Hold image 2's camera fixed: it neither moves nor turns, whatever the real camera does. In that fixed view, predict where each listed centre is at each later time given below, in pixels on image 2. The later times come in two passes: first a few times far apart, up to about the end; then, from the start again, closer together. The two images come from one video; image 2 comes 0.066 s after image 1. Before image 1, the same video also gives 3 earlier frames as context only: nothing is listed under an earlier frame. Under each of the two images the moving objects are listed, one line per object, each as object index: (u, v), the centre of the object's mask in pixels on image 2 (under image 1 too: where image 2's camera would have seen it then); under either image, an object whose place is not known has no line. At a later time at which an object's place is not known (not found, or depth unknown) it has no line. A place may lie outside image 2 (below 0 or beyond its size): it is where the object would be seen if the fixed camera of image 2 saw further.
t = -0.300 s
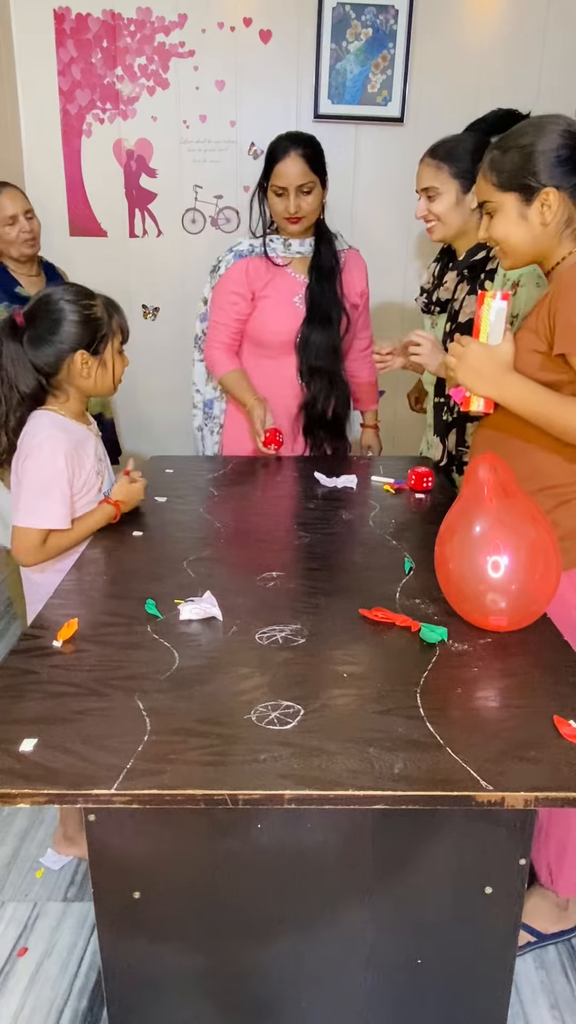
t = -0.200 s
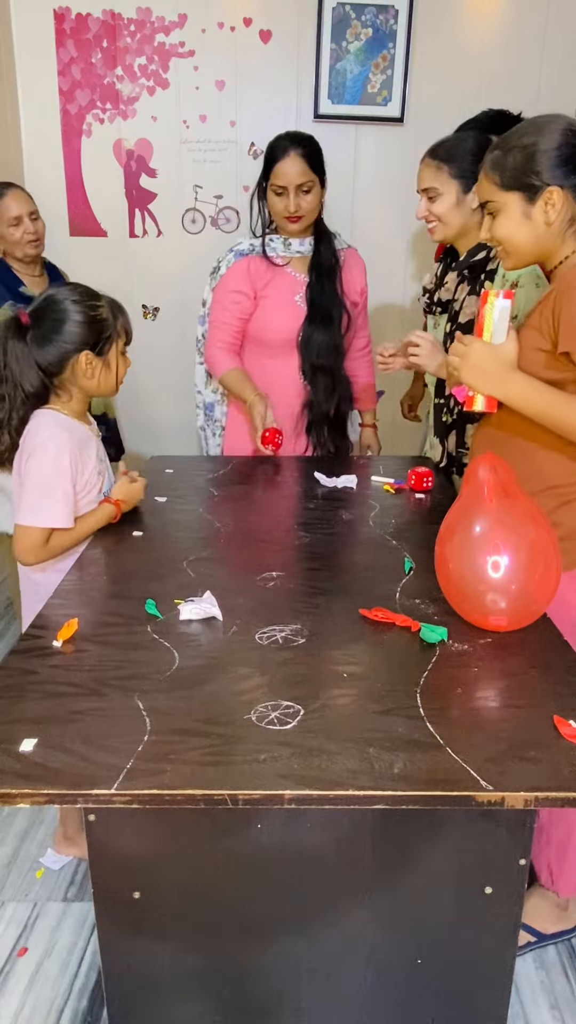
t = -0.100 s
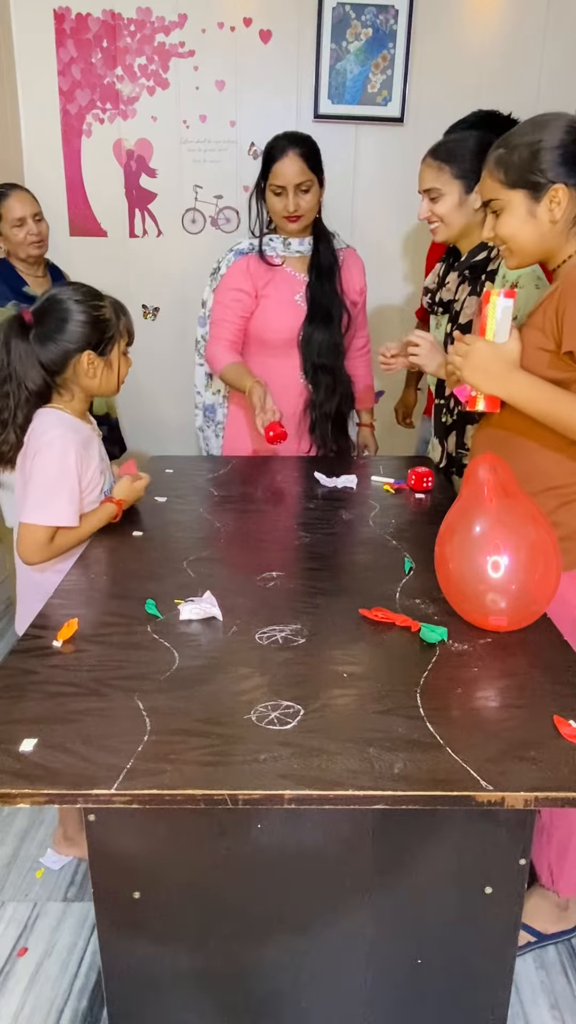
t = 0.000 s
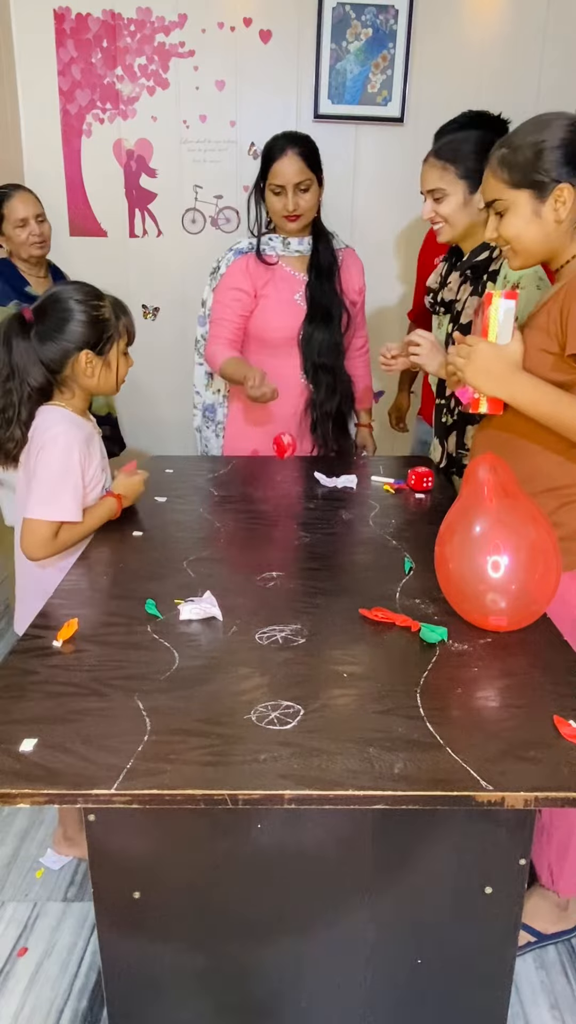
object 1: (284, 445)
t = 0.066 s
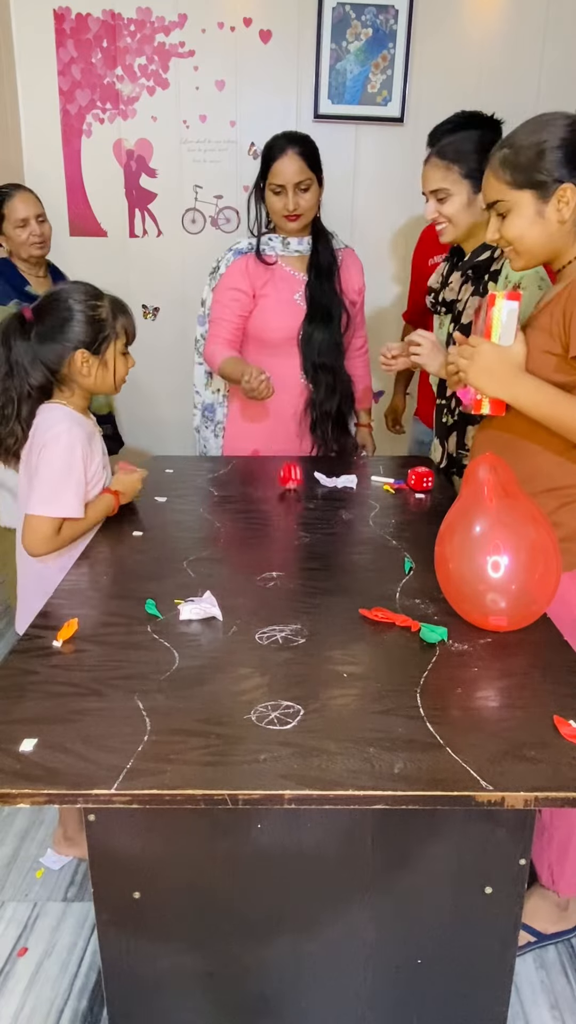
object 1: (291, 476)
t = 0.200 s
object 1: (293, 490)
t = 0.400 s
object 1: (290, 509)
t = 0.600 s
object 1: (273, 533)
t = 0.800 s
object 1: (246, 547)
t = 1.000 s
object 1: (233, 560)
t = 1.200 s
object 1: (232, 560)
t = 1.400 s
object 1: (229, 561)
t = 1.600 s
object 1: (230, 561)
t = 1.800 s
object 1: (230, 561)
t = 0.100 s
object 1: (291, 474)
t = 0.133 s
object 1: (291, 474)
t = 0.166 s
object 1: (292, 479)
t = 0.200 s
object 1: (293, 490)
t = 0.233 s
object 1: (292, 497)
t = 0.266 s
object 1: (290, 499)
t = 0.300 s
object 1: (288, 508)
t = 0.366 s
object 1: (290, 507)
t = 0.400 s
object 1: (290, 509)
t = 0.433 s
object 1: (291, 517)
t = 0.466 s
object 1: (291, 525)
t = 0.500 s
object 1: (288, 523)
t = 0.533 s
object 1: (284, 528)
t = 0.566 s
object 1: (279, 532)
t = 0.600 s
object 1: (273, 533)
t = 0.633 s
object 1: (266, 536)
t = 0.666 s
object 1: (261, 539)
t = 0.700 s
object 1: (256, 539)
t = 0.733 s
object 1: (252, 540)
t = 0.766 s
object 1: (249, 543)
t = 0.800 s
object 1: (246, 547)
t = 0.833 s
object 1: (244, 551)
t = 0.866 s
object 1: (244, 552)
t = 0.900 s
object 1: (242, 554)
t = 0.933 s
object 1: (240, 556)
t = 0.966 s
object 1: (238, 559)
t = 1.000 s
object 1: (233, 560)
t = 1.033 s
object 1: (229, 561)
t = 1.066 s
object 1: (226, 560)
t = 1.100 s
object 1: (225, 559)
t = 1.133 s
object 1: (226, 559)
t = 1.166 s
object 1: (228, 560)
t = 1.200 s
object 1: (232, 560)
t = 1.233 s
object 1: (234, 560)
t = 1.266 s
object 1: (235, 560)
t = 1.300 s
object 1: (234, 560)
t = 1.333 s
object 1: (232, 561)
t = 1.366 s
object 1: (230, 561)
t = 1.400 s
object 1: (229, 561)
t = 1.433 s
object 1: (230, 561)
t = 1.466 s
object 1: (231, 561)
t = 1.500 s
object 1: (232, 561)
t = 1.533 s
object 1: (232, 561)
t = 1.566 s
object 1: (231, 561)
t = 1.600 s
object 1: (230, 561)
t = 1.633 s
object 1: (230, 561)
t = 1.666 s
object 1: (230, 561)
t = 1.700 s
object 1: (230, 561)
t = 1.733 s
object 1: (230, 561)
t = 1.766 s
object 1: (230, 561)
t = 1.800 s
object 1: (230, 561)
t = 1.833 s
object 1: (230, 561)
